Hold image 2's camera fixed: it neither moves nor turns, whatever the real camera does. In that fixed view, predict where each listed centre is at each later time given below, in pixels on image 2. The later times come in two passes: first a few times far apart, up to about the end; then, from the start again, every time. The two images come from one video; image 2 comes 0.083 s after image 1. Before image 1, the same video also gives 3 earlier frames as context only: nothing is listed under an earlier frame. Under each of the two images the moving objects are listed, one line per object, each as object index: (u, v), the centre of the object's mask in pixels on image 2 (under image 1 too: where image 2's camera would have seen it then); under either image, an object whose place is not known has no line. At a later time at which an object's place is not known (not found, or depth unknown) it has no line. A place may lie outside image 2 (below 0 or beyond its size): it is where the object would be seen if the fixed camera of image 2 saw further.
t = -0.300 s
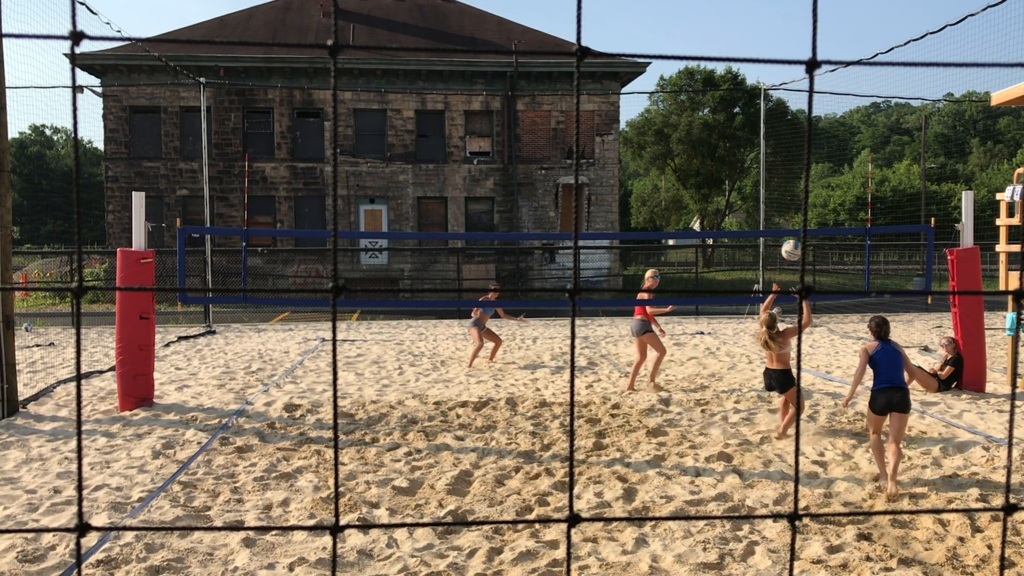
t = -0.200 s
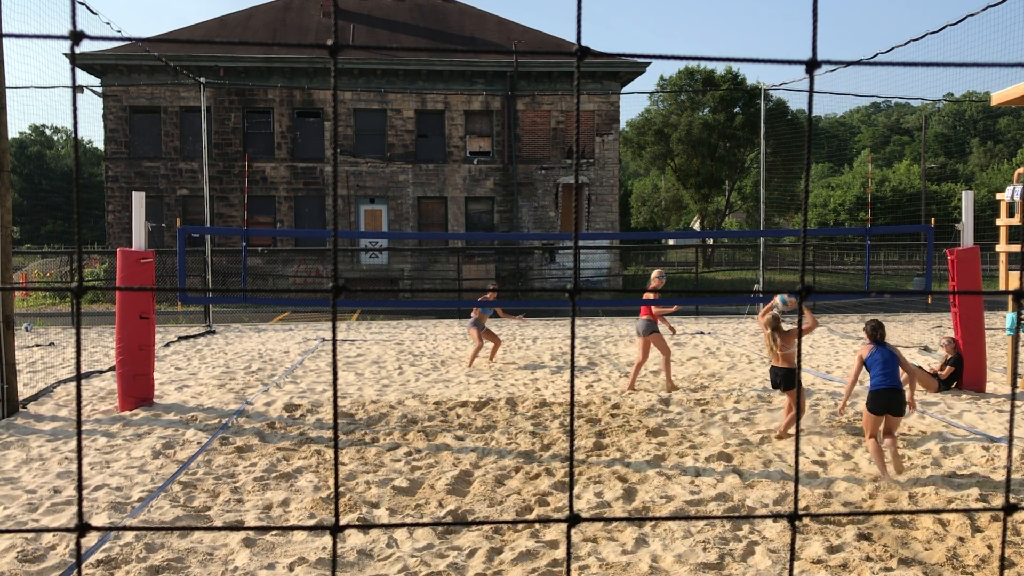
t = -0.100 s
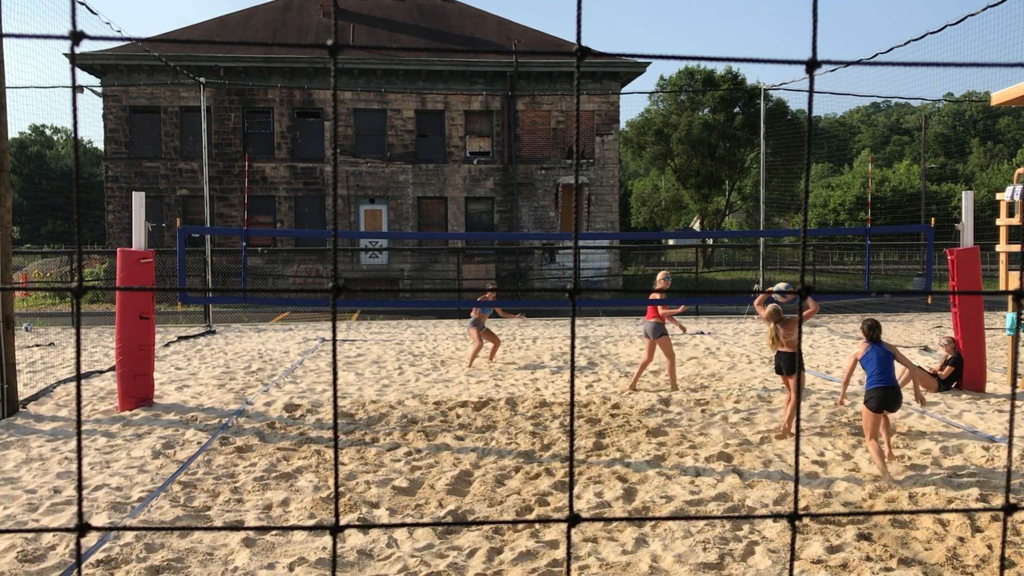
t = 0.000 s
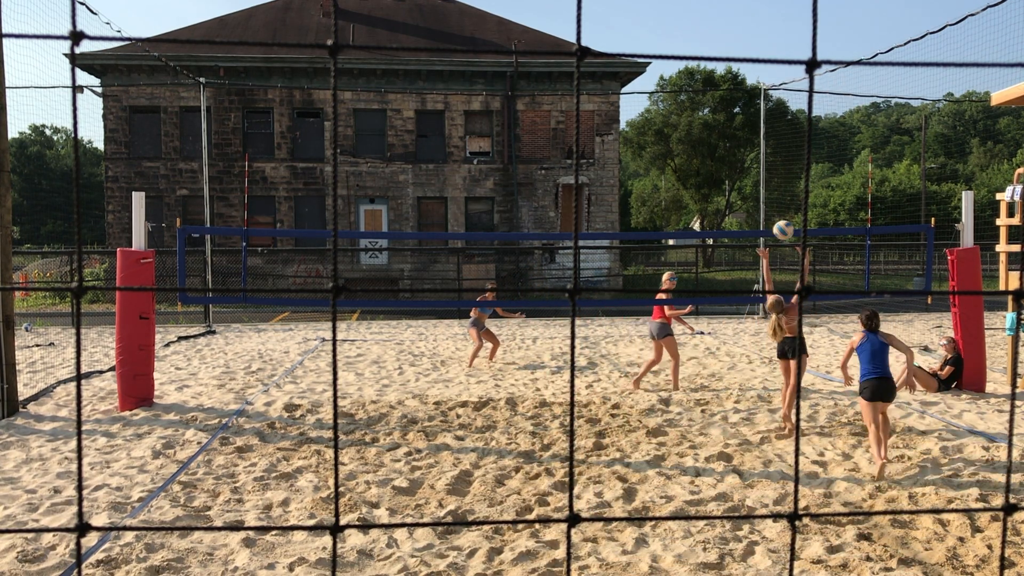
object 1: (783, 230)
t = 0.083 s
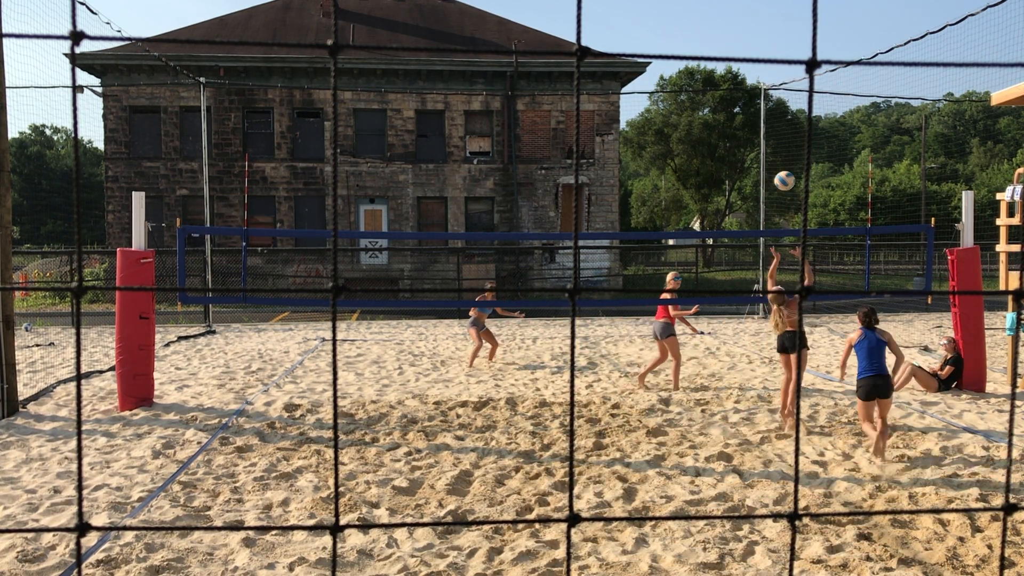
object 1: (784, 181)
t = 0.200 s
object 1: (786, 124)
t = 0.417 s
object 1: (789, 52)
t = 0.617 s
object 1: (790, 26)
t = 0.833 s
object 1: (792, 35)
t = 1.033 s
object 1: (794, 77)
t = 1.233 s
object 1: (796, 147)
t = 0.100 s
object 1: (785, 172)
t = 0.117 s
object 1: (785, 163)
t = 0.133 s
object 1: (785, 155)
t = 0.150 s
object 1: (785, 146)
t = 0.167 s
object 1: (786, 139)
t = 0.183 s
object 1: (786, 131)
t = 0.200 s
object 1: (786, 124)
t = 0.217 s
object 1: (786, 117)
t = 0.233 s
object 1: (786, 110)
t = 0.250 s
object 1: (787, 104)
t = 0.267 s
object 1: (787, 97)
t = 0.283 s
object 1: (787, 91)
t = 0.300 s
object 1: (787, 86)
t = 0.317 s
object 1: (787, 80)
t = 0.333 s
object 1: (788, 75)
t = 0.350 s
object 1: (788, 71)
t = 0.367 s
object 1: (788, 66)
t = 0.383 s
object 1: (789, 61)
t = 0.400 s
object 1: (788, 57)
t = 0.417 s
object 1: (789, 52)
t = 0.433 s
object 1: (789, 50)
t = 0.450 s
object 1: (789, 46)
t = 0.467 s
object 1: (789, 43)
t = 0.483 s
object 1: (789, 40)
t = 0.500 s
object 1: (789, 38)
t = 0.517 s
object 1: (790, 35)
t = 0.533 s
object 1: (790, 33)
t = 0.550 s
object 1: (790, 31)
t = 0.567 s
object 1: (790, 30)
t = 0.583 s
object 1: (790, 28)
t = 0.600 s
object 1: (790, 27)
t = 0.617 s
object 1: (790, 26)
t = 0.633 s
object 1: (791, 26)
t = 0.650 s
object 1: (791, 25)
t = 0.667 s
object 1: (791, 25)
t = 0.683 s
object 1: (791, 25)
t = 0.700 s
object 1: (791, 25)
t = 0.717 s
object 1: (791, 26)
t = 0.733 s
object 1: (791, 26)
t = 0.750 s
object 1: (792, 27)
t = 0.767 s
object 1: (792, 28)
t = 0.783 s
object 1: (792, 30)
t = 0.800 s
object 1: (792, 31)
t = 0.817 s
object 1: (792, 33)
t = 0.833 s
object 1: (792, 35)
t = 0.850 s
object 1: (793, 38)
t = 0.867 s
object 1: (793, 40)
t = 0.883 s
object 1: (793, 43)
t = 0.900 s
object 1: (793, 46)
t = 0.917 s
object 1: (793, 49)
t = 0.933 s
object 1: (793, 52)
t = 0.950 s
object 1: (794, 54)
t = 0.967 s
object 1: (794, 59)
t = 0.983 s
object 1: (794, 64)
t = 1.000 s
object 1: (794, 70)
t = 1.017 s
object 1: (794, 72)
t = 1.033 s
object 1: (794, 77)
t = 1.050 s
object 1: (794, 82)
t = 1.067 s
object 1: (794, 86)
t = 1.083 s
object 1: (795, 92)
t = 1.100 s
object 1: (795, 97)
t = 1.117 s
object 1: (795, 103)
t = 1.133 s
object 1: (795, 109)
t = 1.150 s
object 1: (795, 115)
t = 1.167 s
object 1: (795, 121)
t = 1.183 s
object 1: (795, 127)
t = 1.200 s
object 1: (795, 134)
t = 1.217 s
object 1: (795, 141)
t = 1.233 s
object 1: (796, 147)
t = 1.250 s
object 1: (796, 154)
